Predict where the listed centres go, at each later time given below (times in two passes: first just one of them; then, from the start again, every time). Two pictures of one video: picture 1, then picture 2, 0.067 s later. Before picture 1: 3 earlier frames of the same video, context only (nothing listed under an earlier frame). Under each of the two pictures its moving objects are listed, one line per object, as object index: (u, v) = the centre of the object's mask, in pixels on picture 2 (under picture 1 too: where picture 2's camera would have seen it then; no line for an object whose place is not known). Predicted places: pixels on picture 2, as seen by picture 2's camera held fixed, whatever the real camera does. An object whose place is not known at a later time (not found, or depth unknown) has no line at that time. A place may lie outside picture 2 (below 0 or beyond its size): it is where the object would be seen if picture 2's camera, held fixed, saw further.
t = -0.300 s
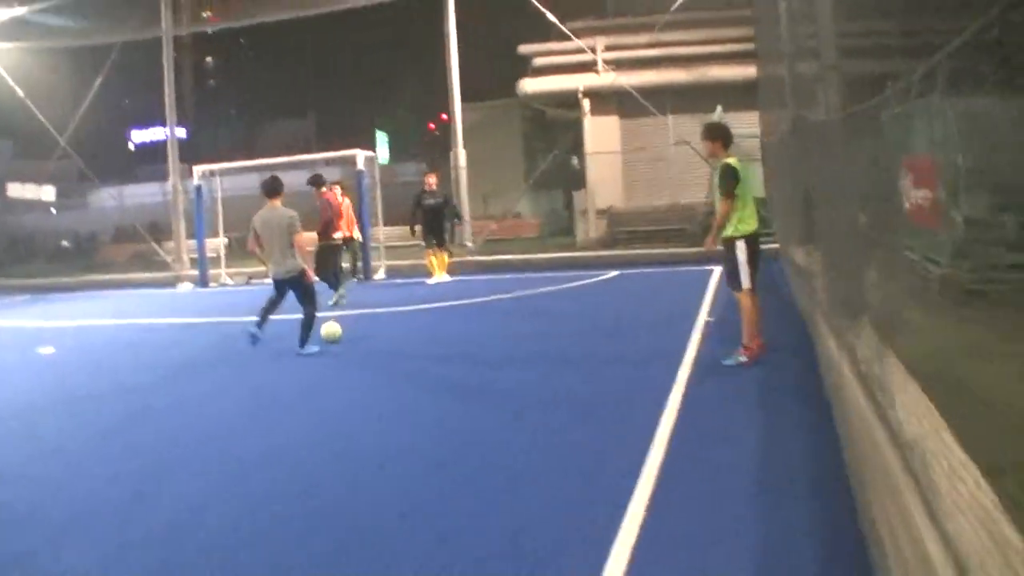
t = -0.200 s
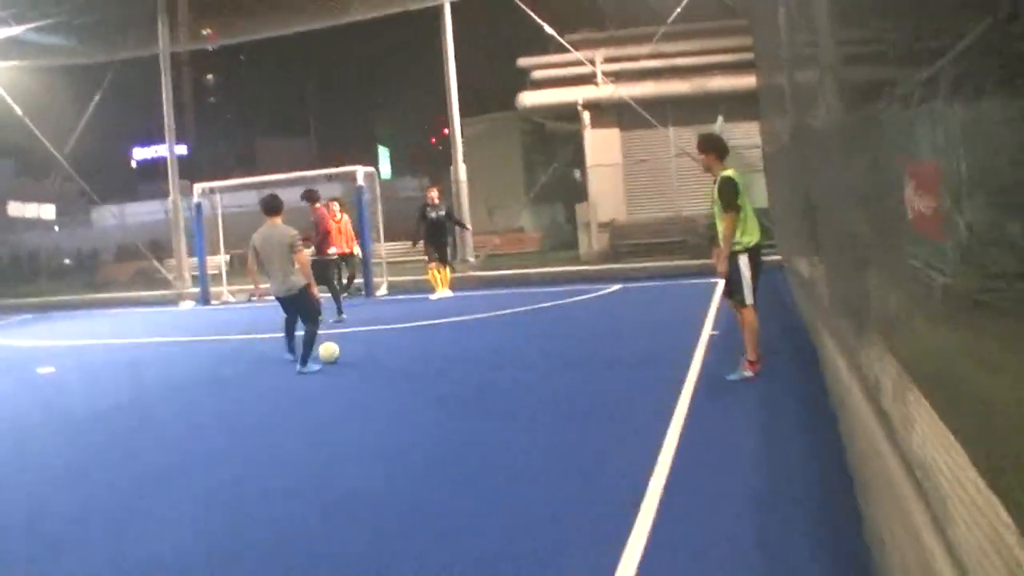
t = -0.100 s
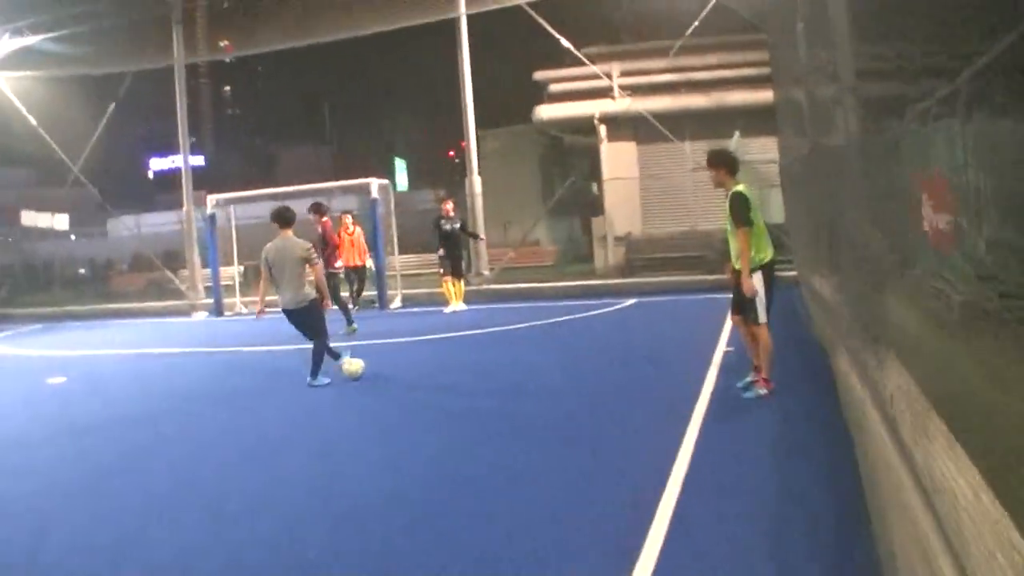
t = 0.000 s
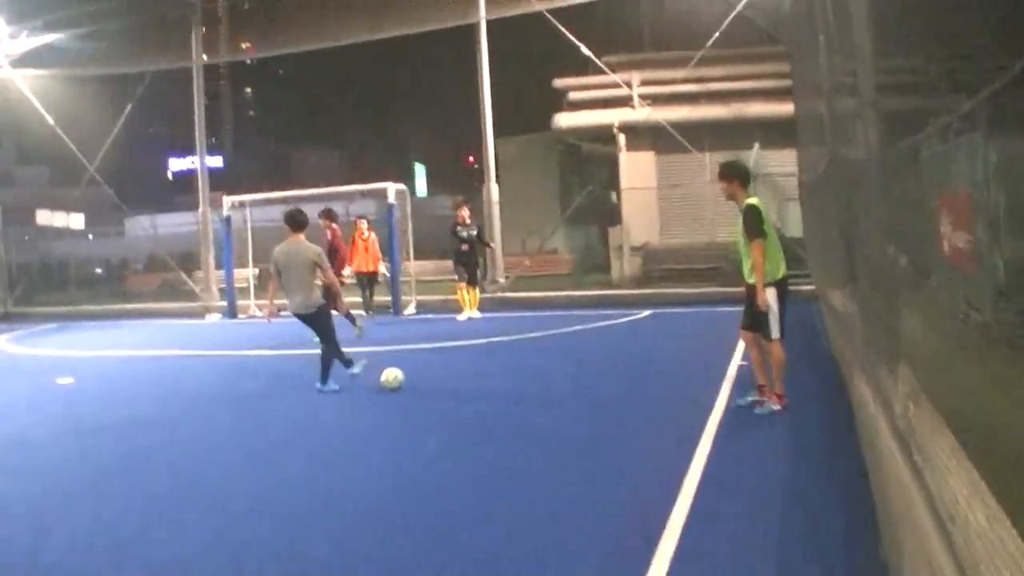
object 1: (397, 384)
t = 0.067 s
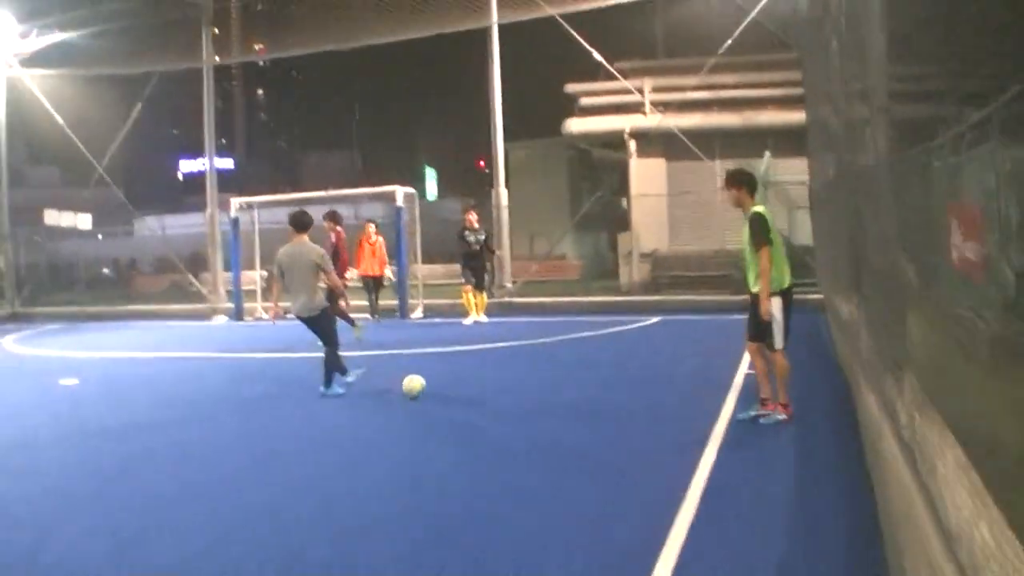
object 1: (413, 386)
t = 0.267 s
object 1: (460, 392)
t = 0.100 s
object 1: (421, 387)
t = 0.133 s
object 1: (428, 388)
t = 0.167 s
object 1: (436, 390)
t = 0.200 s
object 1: (444, 391)
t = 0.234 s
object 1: (451, 391)
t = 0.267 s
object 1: (460, 392)
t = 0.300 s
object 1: (467, 394)
